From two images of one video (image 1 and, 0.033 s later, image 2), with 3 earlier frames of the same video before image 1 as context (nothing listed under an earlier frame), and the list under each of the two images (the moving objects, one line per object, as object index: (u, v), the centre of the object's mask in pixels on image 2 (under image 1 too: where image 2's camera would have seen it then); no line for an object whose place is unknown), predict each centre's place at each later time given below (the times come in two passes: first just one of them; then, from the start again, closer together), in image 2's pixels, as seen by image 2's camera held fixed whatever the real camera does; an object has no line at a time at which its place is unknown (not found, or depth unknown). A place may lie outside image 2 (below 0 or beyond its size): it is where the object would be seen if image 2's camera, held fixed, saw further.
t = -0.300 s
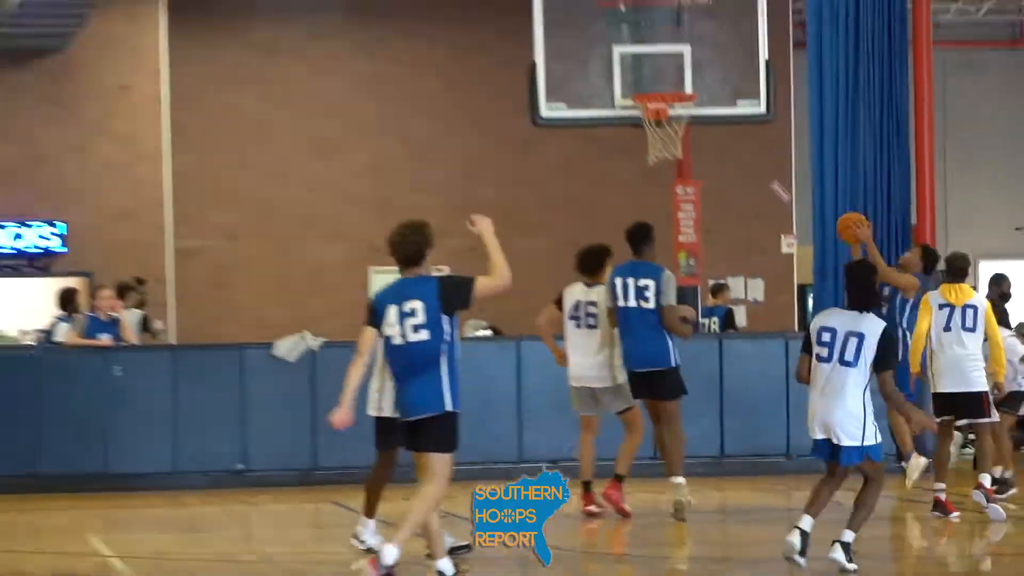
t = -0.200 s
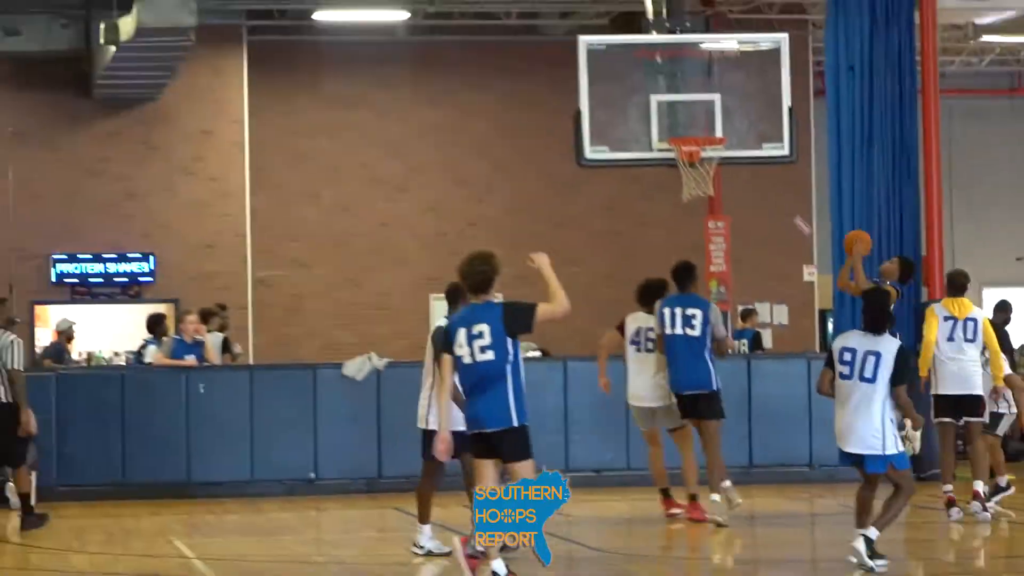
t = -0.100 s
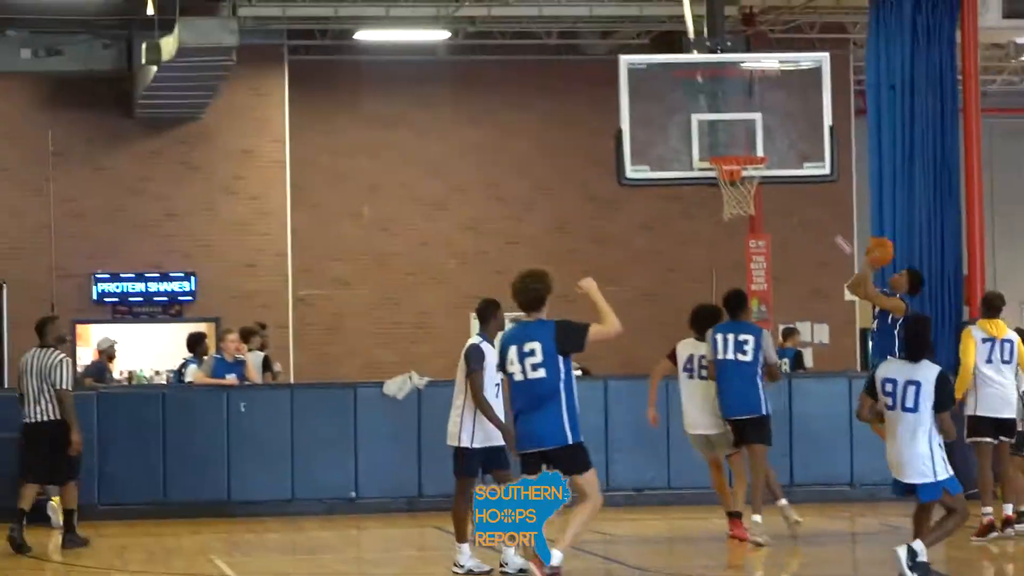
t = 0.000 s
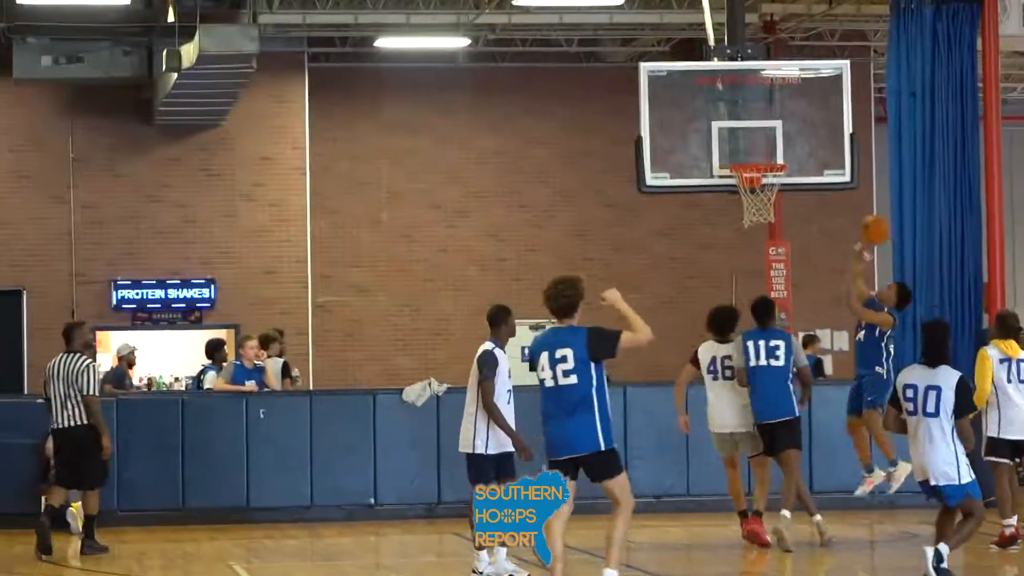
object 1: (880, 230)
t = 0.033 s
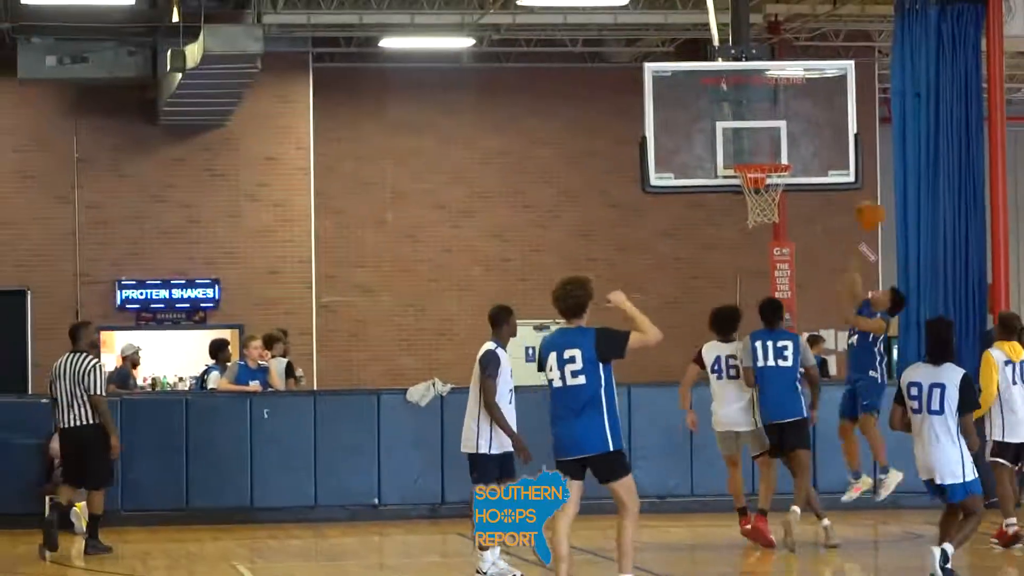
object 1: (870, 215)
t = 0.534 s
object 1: (750, 150)
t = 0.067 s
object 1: (857, 199)
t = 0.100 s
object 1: (846, 187)
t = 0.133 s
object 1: (834, 173)
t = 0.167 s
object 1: (824, 162)
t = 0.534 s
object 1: (750, 150)
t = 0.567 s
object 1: (746, 154)
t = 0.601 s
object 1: (748, 154)
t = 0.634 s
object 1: (757, 152)
